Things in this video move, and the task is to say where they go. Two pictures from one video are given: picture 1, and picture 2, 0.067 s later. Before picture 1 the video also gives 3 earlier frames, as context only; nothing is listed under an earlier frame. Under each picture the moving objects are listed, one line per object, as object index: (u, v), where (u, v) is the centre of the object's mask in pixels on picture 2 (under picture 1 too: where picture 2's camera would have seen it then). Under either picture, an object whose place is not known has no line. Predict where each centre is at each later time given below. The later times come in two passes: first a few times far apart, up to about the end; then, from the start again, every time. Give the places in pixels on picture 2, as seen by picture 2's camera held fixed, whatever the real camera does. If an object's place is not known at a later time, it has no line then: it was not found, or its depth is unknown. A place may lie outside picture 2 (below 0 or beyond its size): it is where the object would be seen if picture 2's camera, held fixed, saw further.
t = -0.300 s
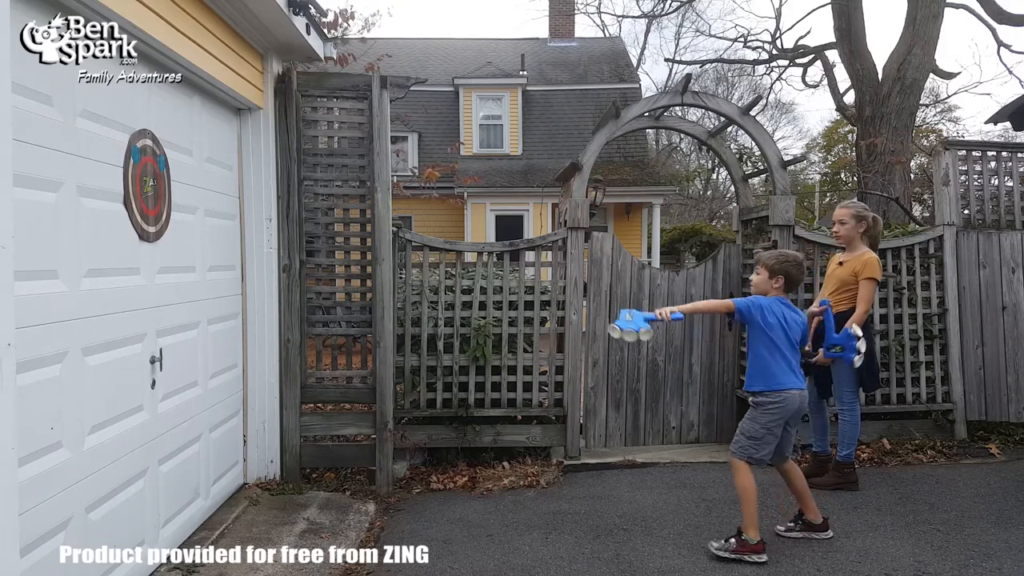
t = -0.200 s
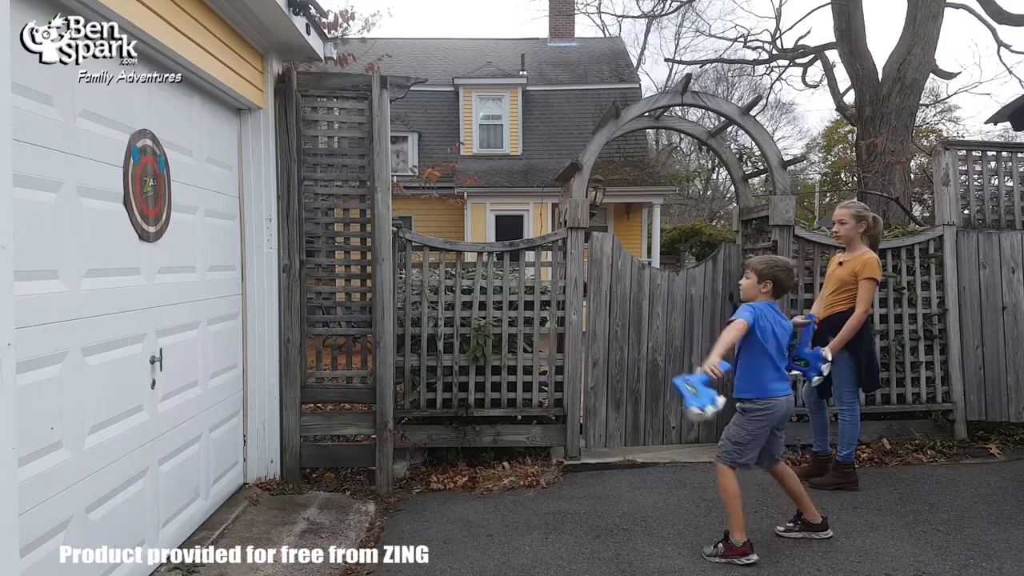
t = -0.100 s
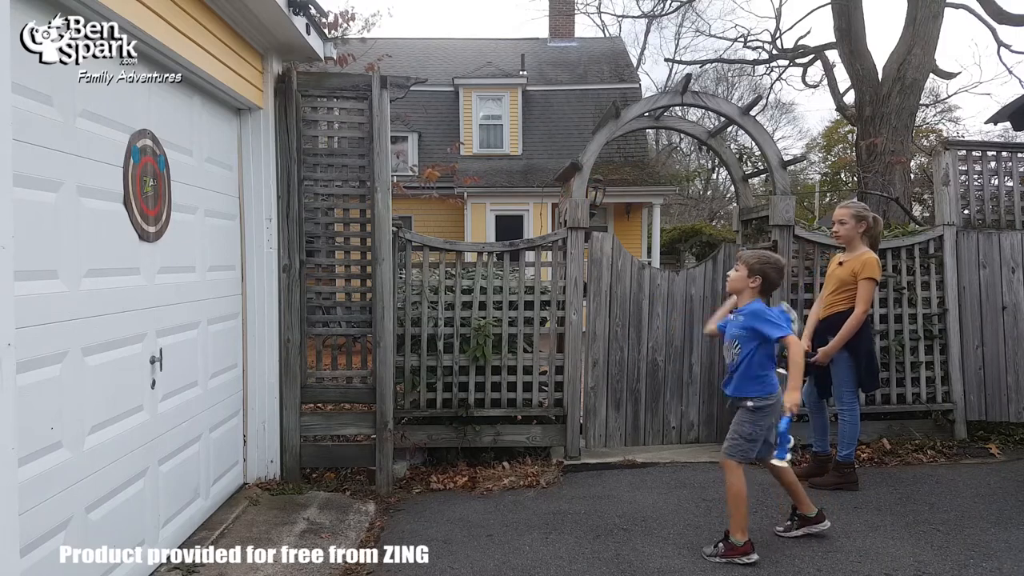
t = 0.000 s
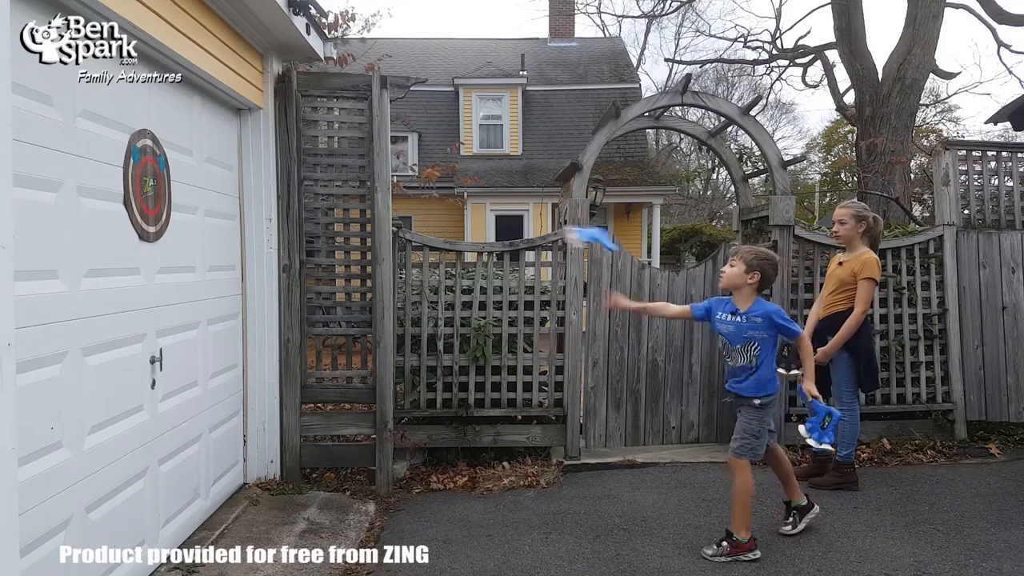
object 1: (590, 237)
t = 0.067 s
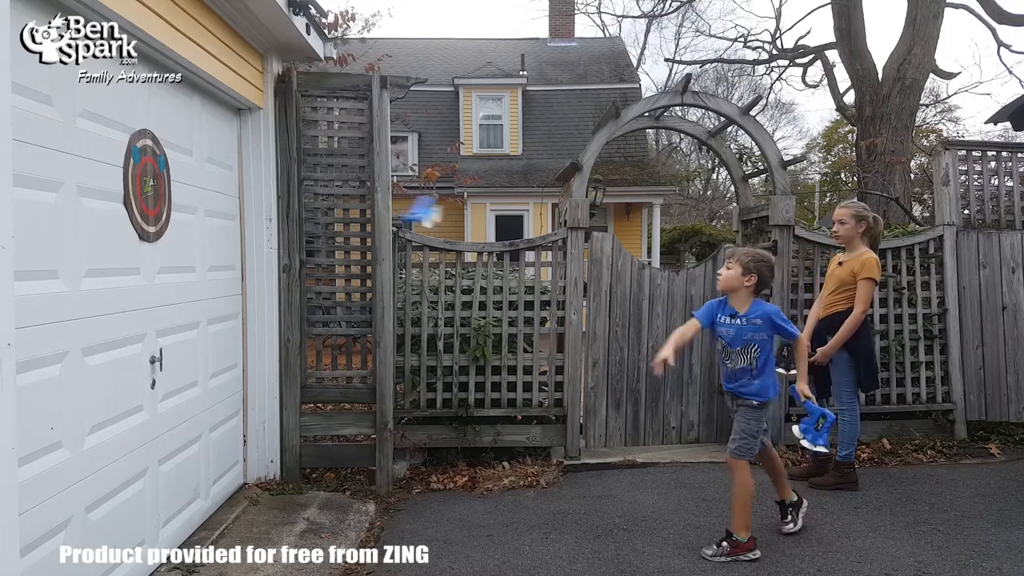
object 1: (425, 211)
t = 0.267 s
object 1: (239, 207)
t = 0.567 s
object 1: (239, 207)
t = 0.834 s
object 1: (239, 207)
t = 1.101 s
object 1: (239, 207)
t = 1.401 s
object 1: (239, 207)
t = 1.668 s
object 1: (242, 218)
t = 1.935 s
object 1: (251, 340)
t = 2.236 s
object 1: (287, 494)
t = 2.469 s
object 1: (379, 514)
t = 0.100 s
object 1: (344, 210)
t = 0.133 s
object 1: (276, 210)
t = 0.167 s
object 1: (237, 207)
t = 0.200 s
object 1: (238, 206)
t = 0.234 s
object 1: (239, 205)
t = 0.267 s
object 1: (239, 207)
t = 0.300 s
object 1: (238, 207)
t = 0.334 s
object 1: (240, 206)
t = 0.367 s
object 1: (238, 206)
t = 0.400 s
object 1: (239, 206)
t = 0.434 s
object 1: (239, 207)
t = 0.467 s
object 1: (239, 207)
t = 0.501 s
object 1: (239, 207)
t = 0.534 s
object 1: (239, 207)
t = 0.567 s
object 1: (239, 207)
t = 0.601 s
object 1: (239, 207)
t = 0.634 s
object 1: (239, 207)
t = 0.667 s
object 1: (239, 207)
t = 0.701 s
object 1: (239, 207)
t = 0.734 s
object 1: (239, 207)
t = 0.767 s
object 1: (239, 207)
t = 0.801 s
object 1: (239, 207)
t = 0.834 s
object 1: (239, 207)
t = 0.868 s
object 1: (239, 207)
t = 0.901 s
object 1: (239, 207)
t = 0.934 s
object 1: (239, 207)
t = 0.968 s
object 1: (239, 207)
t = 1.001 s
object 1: (239, 207)
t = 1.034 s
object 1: (239, 207)
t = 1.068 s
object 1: (239, 207)
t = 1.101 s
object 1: (239, 207)
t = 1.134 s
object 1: (239, 207)
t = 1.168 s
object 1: (239, 207)
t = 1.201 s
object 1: (239, 207)
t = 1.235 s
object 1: (239, 207)
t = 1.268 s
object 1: (239, 207)
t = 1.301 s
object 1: (239, 207)
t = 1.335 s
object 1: (239, 207)
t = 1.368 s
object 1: (239, 207)
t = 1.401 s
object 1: (239, 207)
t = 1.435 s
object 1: (239, 207)
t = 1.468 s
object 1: (239, 207)
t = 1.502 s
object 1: (239, 207)
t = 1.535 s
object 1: (239, 207)
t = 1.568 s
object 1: (239, 207)
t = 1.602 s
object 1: (240, 209)
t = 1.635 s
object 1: (241, 213)
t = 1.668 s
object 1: (242, 218)
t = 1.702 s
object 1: (243, 226)
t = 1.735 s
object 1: (245, 237)
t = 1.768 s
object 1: (246, 249)
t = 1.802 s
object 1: (248, 263)
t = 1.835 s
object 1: (249, 279)
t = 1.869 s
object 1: (249, 297)
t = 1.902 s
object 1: (250, 318)
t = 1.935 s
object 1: (251, 340)
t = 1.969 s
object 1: (251, 364)
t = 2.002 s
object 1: (250, 390)
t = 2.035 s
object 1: (247, 418)
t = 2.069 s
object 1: (246, 446)
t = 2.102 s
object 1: (243, 477)
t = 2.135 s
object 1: (246, 500)
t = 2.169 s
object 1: (258, 497)
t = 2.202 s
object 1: (272, 495)
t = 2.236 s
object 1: (287, 494)
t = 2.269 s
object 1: (300, 495)
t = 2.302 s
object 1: (314, 498)
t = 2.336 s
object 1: (329, 502)
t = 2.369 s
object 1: (346, 511)
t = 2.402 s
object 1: (359, 516)
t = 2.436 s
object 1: (371, 515)
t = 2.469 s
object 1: (379, 514)
